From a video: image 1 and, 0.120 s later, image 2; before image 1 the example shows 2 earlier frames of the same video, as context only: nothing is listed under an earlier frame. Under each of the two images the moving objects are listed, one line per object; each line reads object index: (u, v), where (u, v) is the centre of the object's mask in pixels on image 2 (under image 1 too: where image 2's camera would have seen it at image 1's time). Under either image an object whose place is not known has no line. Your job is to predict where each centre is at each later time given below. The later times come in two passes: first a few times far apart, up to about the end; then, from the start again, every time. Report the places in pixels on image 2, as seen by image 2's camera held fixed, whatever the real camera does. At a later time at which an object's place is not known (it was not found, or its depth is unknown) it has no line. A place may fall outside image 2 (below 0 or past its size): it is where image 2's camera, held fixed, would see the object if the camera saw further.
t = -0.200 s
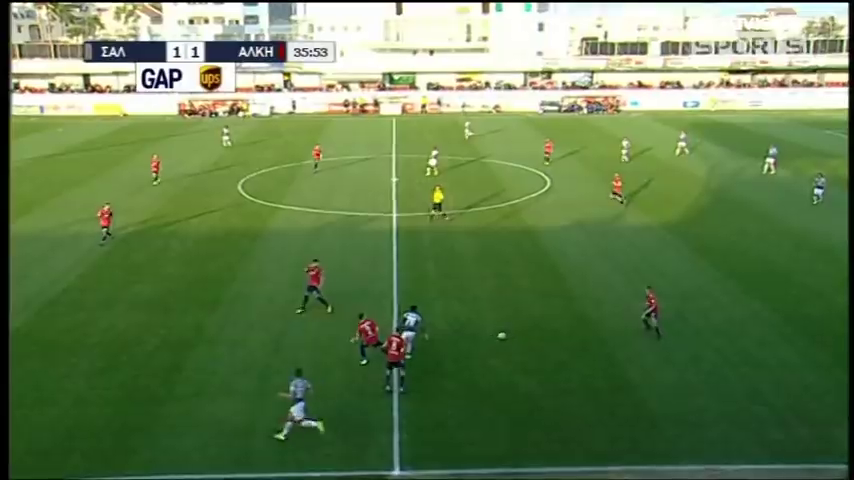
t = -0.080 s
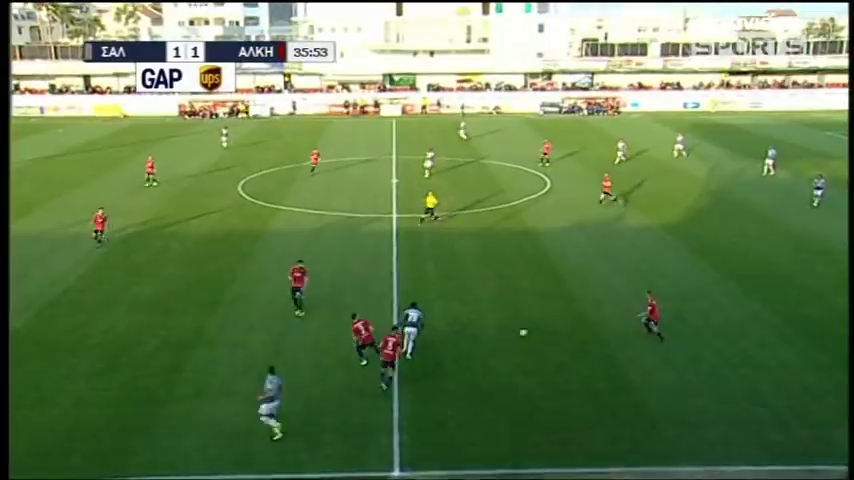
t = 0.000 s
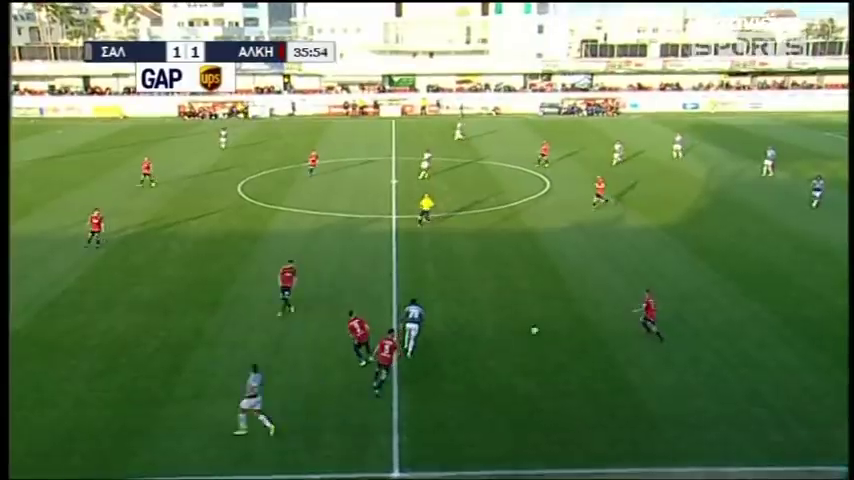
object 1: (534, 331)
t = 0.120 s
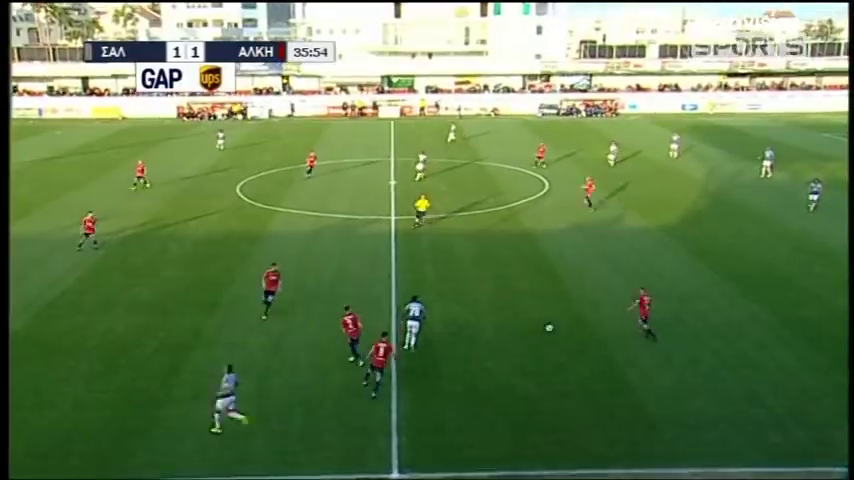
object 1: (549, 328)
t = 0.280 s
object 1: (564, 324)
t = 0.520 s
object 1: (582, 320)
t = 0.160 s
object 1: (554, 327)
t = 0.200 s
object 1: (557, 326)
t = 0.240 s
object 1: (561, 325)
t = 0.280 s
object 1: (564, 324)
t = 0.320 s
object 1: (567, 324)
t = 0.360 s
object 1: (570, 323)
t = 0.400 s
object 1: (574, 322)
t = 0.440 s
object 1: (577, 321)
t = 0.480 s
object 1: (579, 320)
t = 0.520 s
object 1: (582, 320)
